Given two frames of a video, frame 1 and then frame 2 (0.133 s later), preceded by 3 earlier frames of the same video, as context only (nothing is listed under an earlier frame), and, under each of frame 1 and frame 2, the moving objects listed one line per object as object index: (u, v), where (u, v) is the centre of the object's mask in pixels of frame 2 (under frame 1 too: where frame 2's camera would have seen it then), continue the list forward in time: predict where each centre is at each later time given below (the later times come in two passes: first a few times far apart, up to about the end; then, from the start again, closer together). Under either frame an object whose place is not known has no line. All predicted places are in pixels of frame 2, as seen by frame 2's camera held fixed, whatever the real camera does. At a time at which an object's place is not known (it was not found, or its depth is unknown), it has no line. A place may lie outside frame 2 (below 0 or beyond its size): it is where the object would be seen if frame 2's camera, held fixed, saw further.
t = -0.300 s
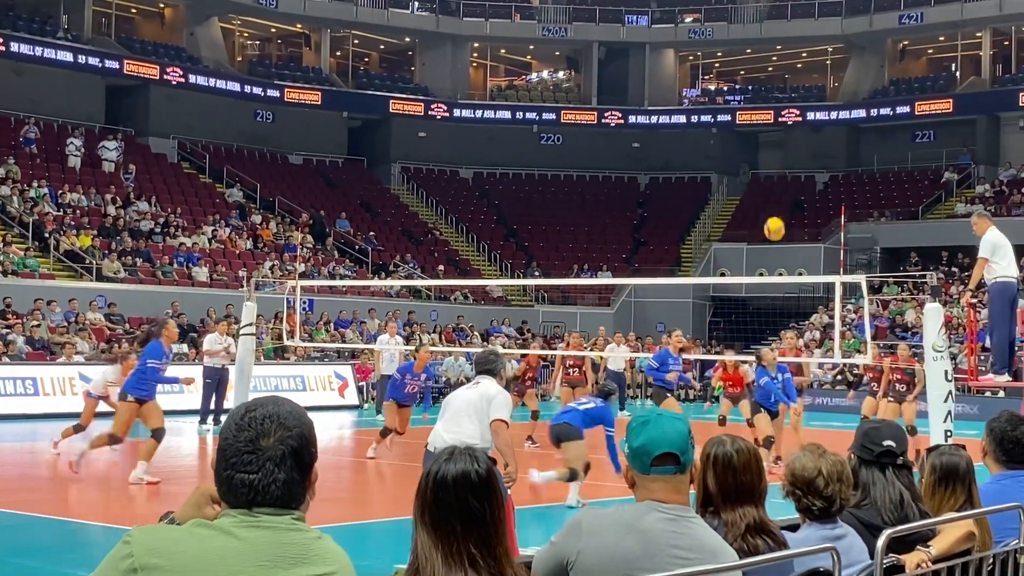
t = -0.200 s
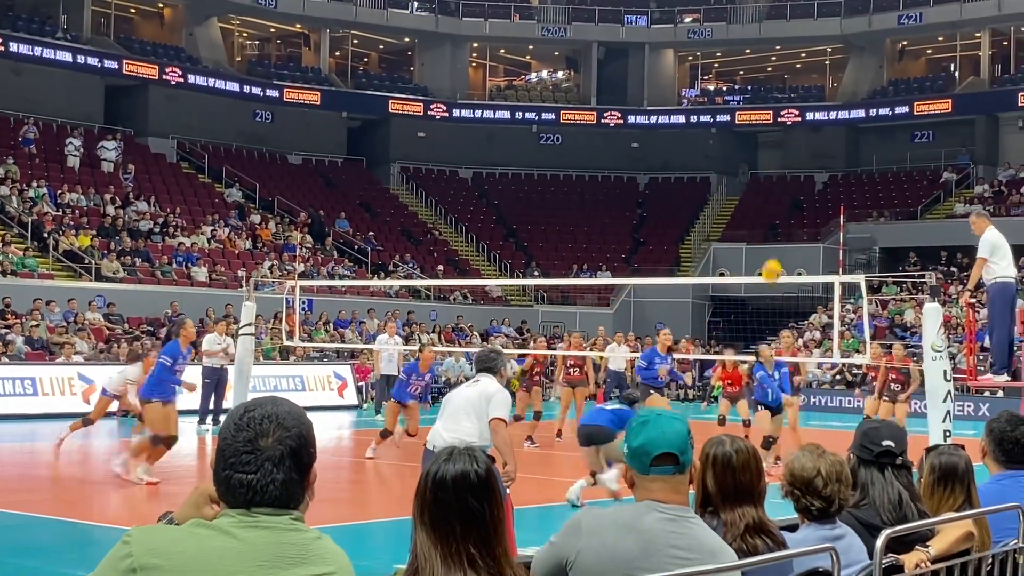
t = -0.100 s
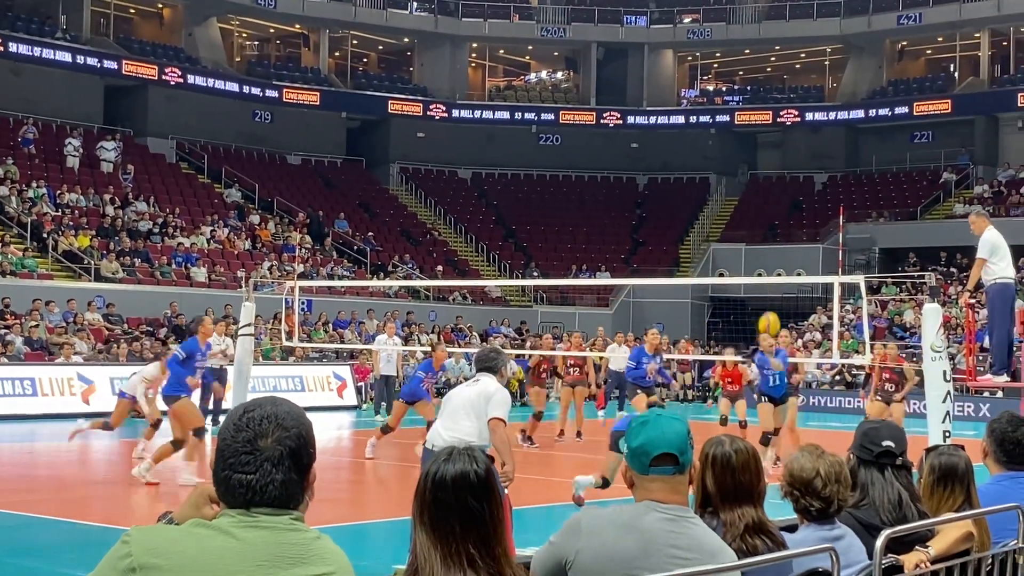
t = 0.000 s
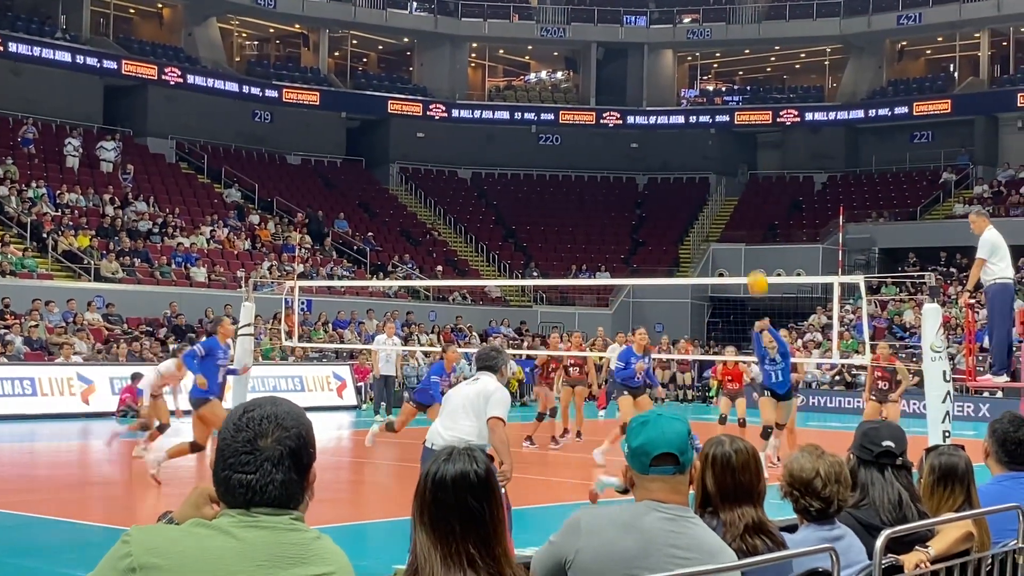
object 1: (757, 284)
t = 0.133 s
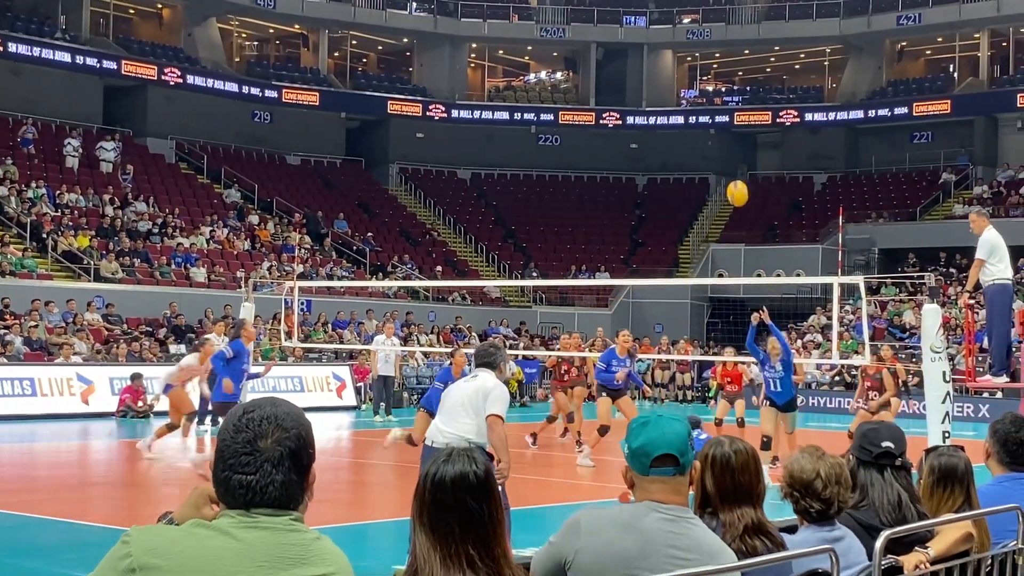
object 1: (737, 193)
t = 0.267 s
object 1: (718, 122)
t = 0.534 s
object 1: (681, 34)
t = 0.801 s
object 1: (645, 12)
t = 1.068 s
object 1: (609, 54)
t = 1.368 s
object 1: (571, 173)
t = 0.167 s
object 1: (733, 173)
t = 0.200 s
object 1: (728, 155)
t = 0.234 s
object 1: (723, 138)
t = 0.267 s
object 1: (718, 122)
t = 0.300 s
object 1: (714, 106)
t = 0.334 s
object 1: (709, 93)
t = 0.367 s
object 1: (704, 80)
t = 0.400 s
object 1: (700, 69)
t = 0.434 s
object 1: (694, 58)
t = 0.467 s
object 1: (690, 49)
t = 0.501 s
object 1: (685, 41)
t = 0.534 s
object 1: (681, 34)
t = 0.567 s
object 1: (677, 27)
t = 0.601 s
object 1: (672, 22)
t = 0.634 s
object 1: (668, 17)
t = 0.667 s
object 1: (663, 15)
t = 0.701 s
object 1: (658, 12)
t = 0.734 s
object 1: (654, 11)
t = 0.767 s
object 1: (650, 11)
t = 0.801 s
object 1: (645, 12)
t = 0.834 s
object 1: (641, 14)
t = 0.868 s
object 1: (636, 17)
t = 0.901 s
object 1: (632, 21)
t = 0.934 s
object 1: (627, 26)
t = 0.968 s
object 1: (623, 31)
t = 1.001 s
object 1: (619, 38)
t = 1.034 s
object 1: (614, 46)
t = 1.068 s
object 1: (609, 54)
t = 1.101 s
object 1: (605, 64)
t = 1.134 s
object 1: (601, 74)
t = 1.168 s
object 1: (597, 86)
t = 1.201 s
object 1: (593, 98)
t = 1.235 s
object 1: (588, 111)
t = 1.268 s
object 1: (584, 126)
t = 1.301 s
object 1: (580, 140)
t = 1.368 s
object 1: (571, 173)
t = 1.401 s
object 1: (567, 190)
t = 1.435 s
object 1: (562, 208)
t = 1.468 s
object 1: (558, 227)
